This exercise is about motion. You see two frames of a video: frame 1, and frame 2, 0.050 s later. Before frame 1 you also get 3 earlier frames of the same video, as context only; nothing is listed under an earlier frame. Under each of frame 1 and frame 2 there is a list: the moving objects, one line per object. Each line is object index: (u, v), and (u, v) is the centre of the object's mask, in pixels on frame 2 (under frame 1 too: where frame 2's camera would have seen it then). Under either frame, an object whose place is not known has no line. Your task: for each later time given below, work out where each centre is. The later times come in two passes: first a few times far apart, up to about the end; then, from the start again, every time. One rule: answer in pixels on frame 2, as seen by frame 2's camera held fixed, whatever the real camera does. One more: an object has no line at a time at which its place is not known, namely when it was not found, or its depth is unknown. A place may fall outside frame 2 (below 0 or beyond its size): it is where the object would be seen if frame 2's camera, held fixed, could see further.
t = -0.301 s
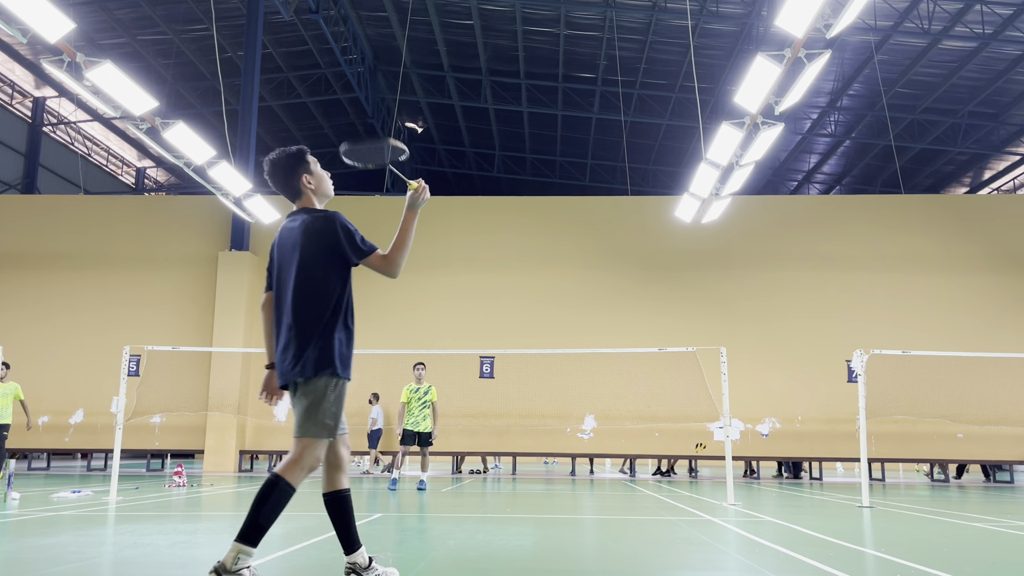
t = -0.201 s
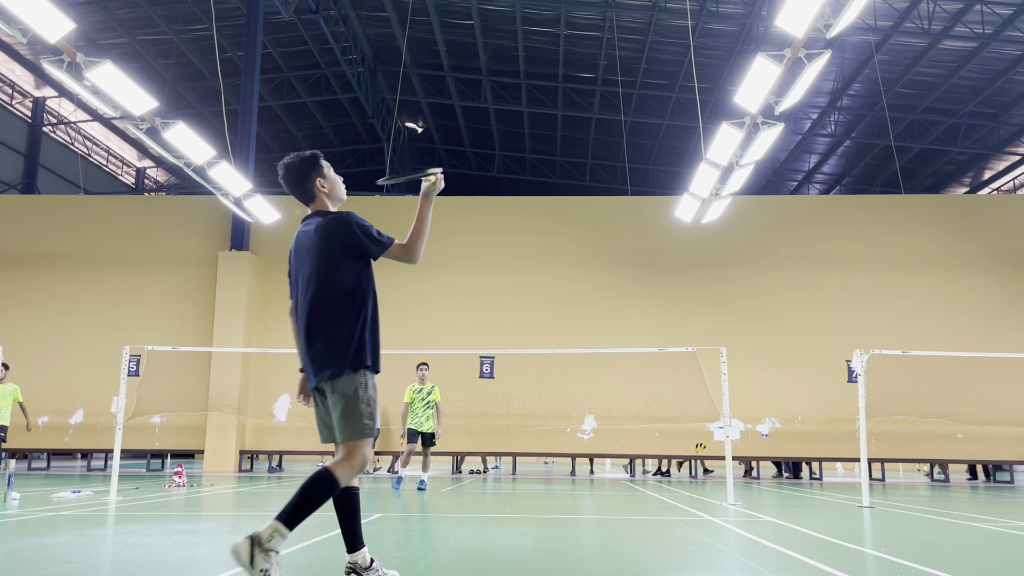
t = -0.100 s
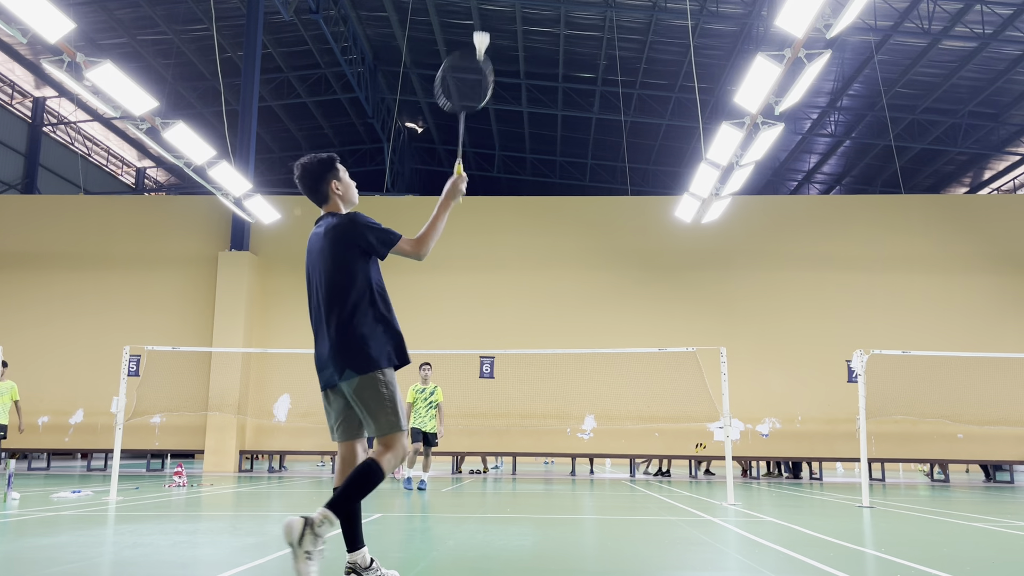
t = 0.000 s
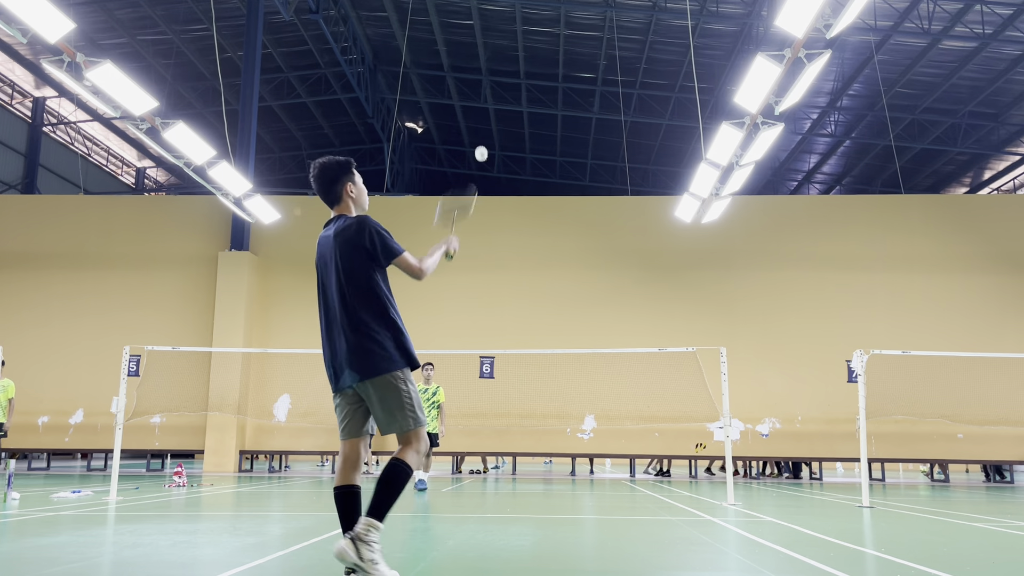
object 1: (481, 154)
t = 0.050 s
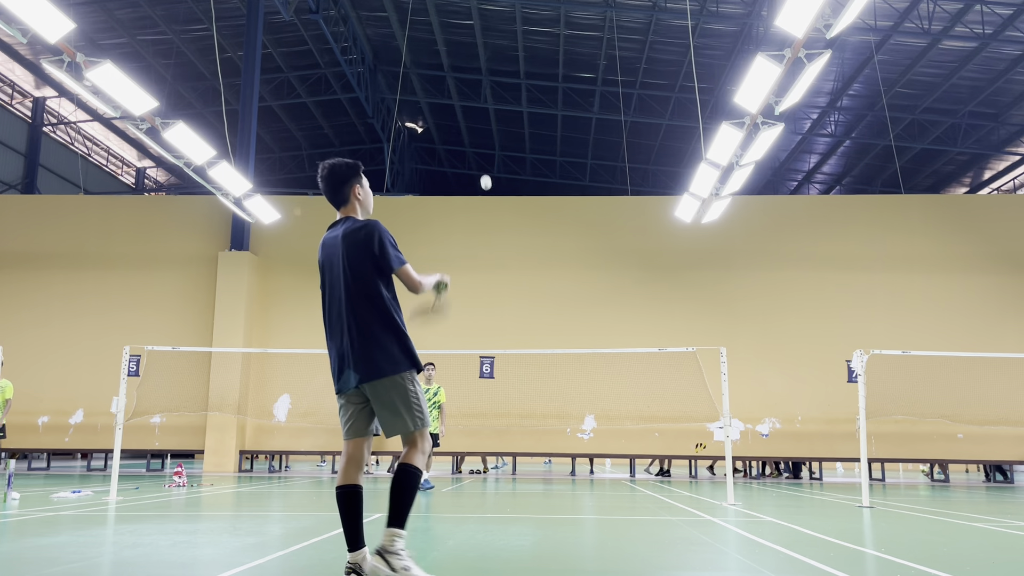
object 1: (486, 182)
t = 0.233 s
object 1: (489, 257)
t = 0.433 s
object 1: (492, 321)
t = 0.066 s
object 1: (487, 192)
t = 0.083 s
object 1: (488, 201)
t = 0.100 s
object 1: (488, 208)
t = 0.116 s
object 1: (488, 215)
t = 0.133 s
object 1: (488, 222)
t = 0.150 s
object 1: (487, 228)
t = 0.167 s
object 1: (487, 234)
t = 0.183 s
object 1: (488, 240)
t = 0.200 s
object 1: (488, 246)
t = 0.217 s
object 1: (489, 251)
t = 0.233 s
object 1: (489, 257)
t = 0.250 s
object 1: (489, 262)
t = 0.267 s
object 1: (489, 268)
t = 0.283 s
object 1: (490, 273)
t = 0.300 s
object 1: (490, 278)
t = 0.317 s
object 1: (490, 284)
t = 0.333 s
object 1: (490, 289)
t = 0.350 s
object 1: (491, 295)
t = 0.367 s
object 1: (491, 300)
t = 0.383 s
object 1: (491, 305)
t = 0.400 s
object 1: (492, 310)
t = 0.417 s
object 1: (492, 315)
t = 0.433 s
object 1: (492, 321)
